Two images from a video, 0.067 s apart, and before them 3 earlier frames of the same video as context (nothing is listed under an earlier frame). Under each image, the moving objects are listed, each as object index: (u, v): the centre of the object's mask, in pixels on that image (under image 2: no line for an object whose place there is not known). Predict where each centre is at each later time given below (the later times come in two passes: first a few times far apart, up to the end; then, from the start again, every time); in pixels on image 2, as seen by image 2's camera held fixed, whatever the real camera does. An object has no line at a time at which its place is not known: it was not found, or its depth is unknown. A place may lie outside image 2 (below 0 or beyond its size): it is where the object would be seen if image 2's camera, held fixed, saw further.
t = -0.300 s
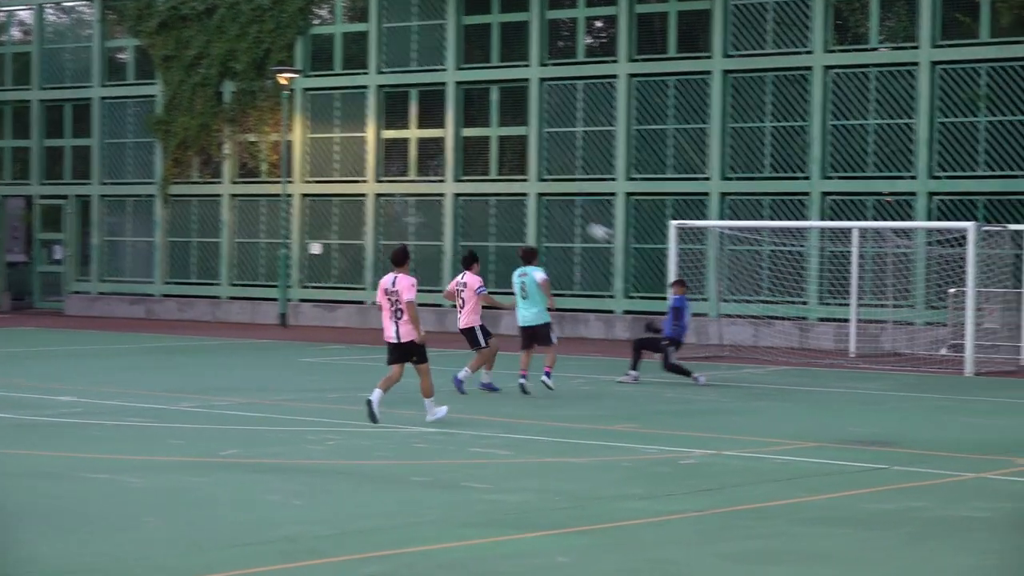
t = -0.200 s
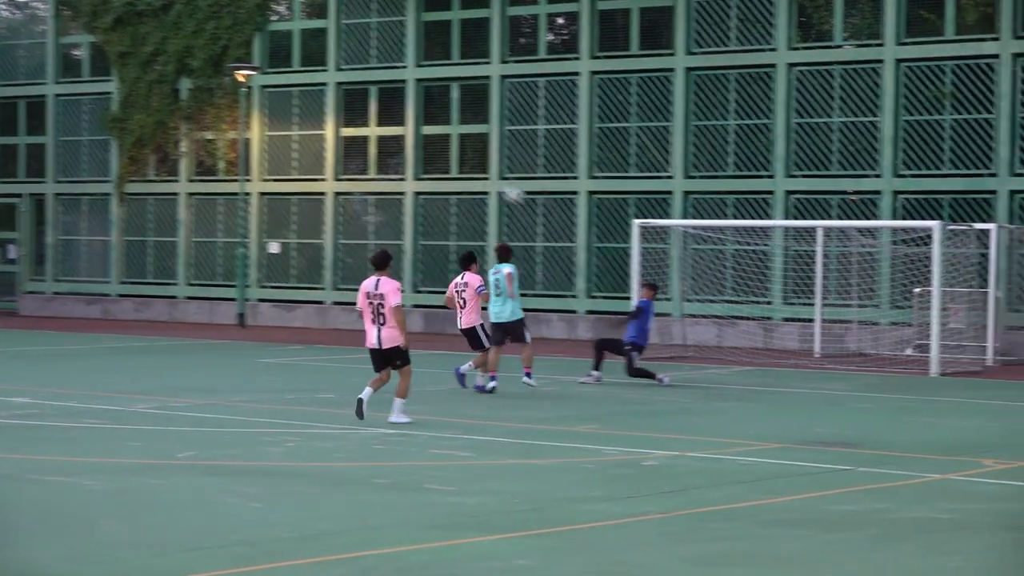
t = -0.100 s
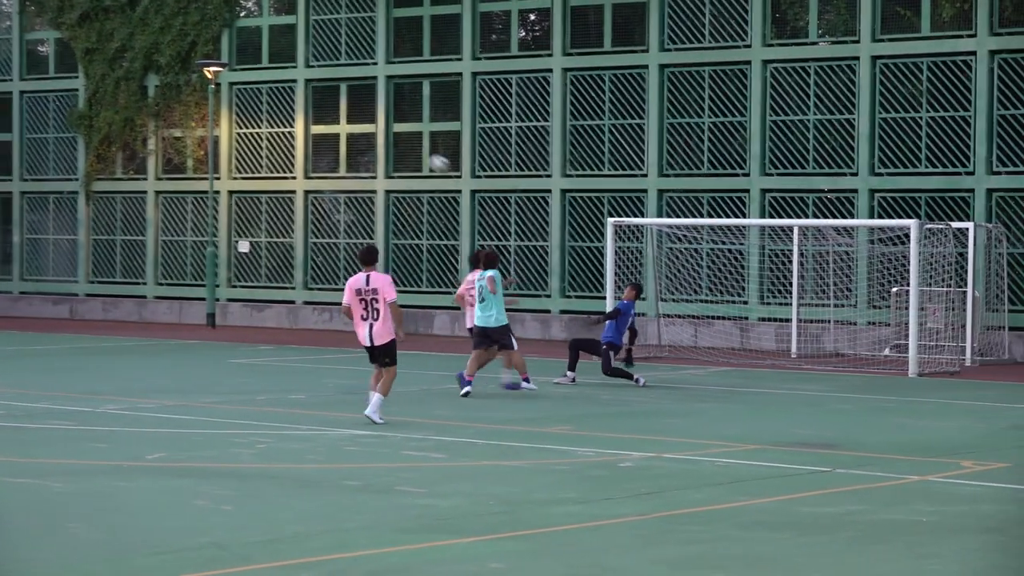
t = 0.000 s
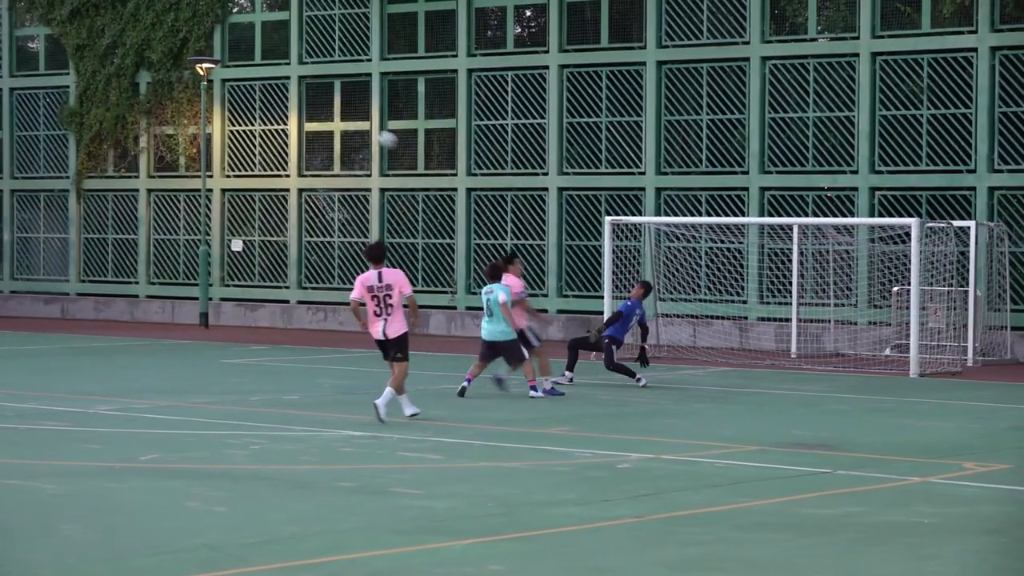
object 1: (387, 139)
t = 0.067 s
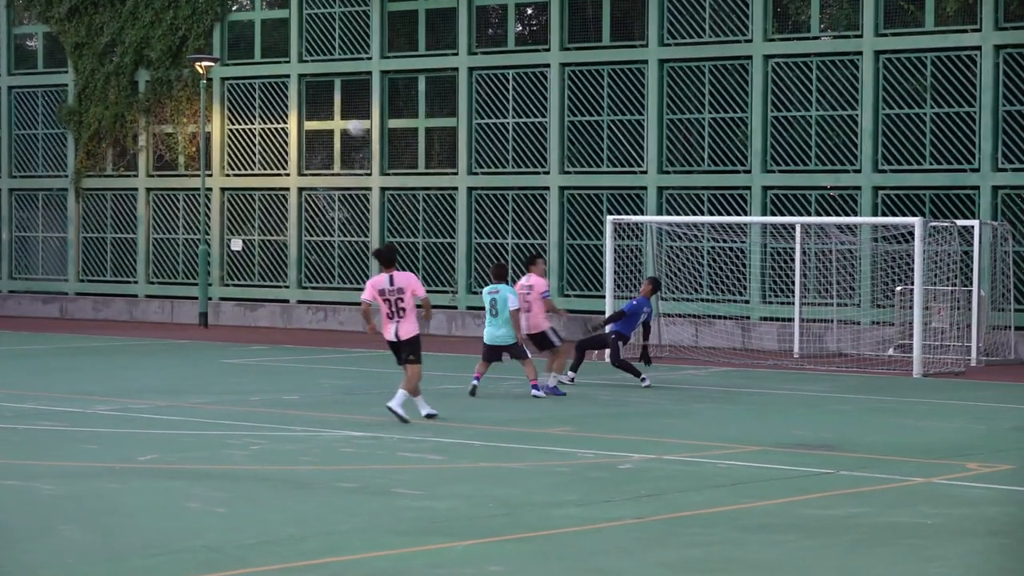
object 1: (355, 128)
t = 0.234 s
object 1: (281, 118)
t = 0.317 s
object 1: (245, 120)
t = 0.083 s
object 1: (349, 126)
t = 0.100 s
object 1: (342, 124)
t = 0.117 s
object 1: (333, 122)
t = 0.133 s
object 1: (325, 121)
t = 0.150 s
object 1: (318, 120)
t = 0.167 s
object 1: (310, 119)
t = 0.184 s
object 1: (303, 118)
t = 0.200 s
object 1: (297, 118)
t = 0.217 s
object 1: (287, 119)
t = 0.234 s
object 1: (281, 118)
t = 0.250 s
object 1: (273, 118)
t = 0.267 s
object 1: (266, 119)
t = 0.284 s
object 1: (259, 119)
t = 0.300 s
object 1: (252, 120)
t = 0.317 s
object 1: (245, 120)
